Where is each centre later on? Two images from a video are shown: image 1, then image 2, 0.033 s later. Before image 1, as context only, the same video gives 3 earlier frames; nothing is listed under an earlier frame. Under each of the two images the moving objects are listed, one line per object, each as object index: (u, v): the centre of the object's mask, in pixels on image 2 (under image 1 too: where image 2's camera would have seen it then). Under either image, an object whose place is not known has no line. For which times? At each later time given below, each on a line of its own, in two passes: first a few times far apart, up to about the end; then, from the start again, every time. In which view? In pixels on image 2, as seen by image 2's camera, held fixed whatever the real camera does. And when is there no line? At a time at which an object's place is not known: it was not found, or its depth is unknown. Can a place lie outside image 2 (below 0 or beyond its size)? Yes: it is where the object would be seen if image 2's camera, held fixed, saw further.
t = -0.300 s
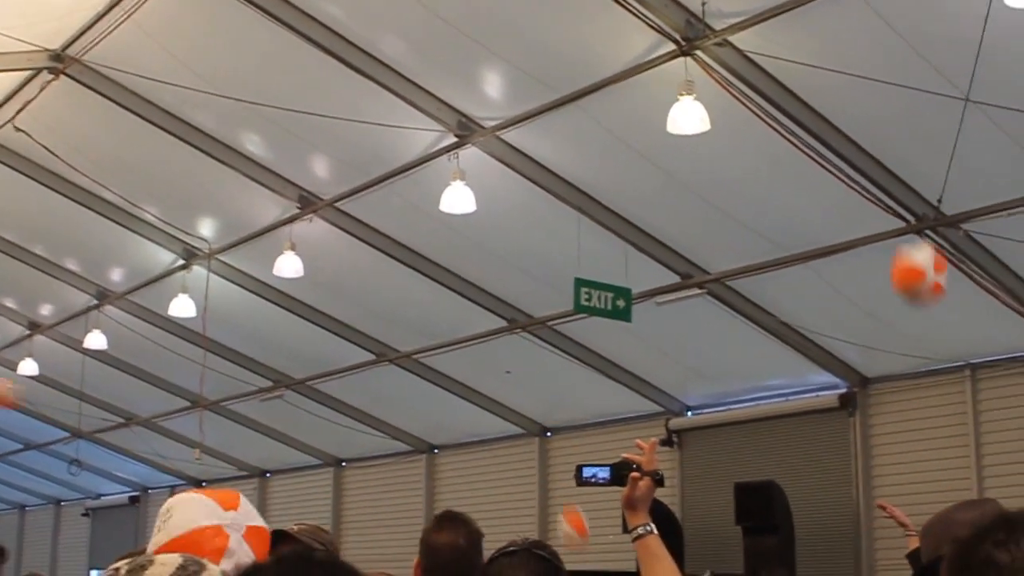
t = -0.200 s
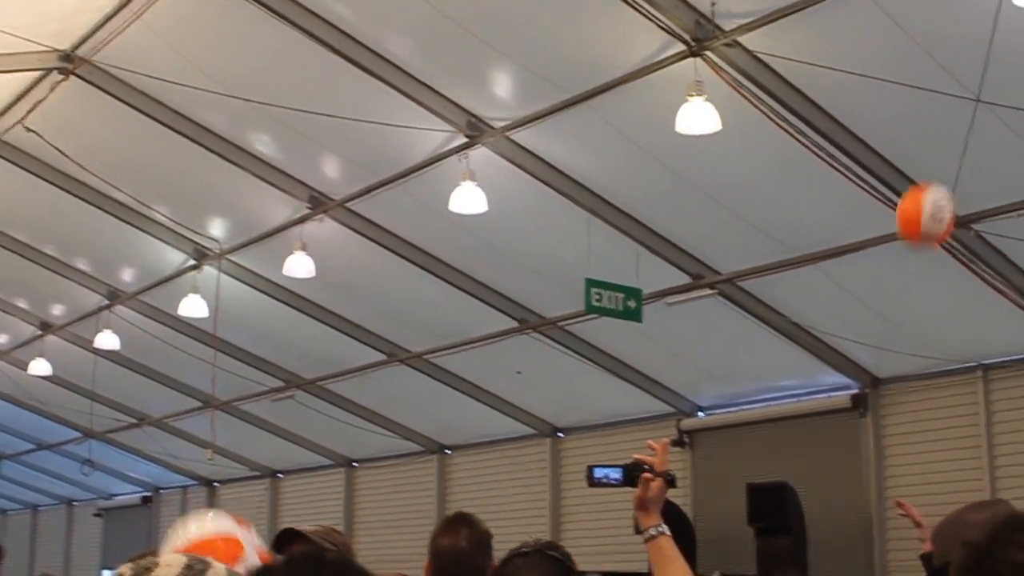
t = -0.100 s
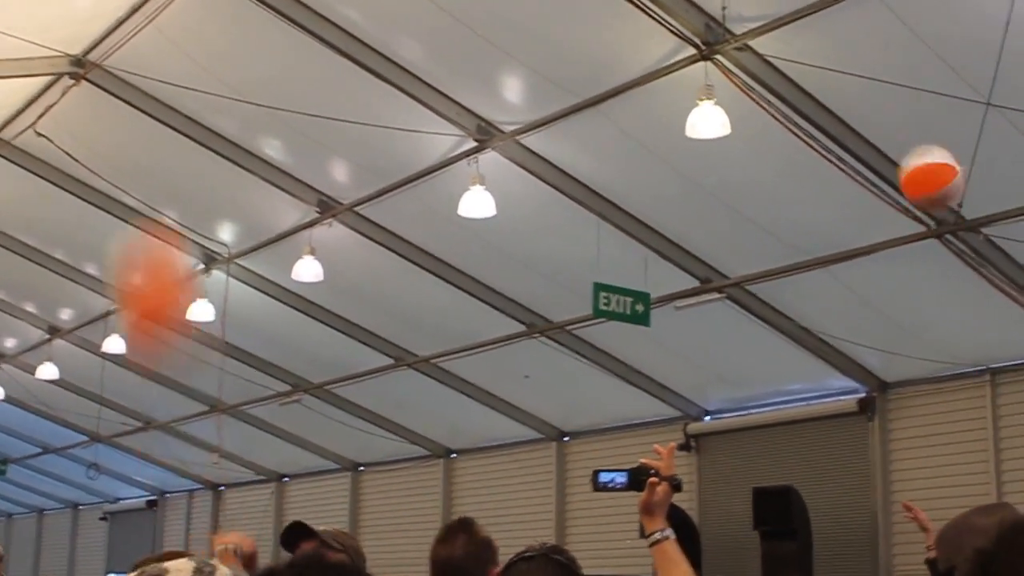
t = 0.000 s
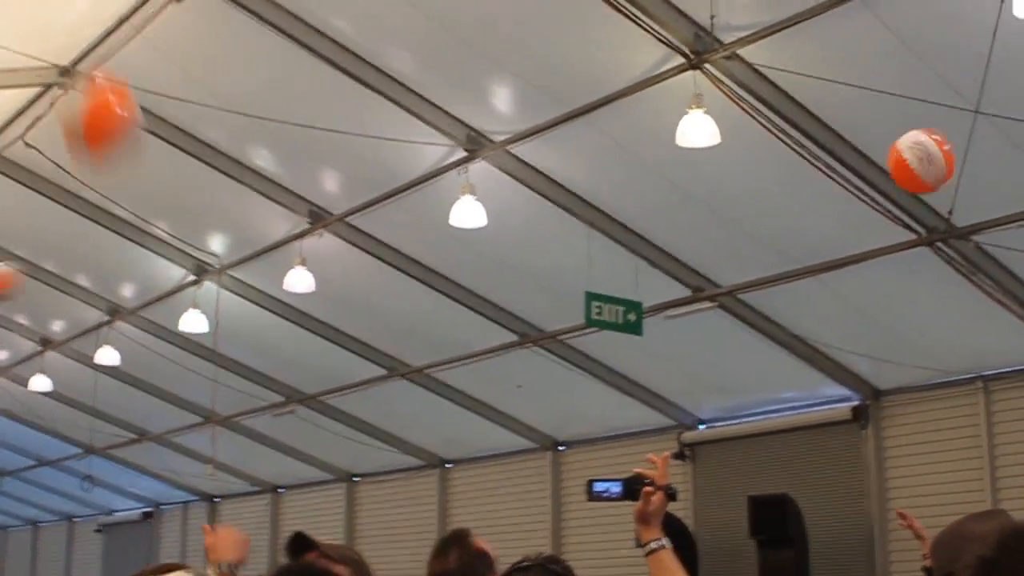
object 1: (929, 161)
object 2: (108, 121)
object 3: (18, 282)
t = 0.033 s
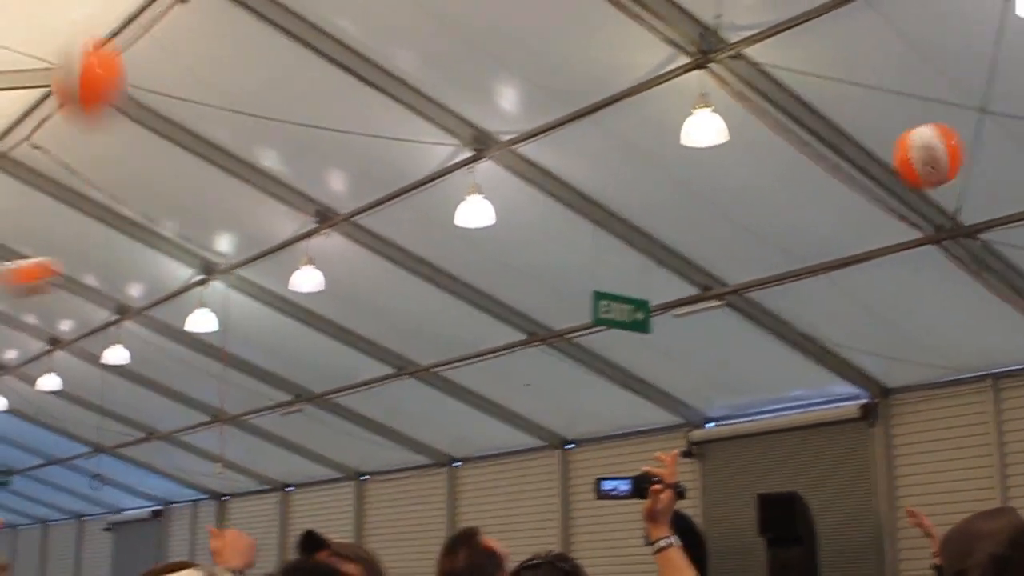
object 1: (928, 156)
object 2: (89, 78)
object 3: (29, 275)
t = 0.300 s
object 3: (218, 289)
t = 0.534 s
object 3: (353, 358)
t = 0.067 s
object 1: (928, 154)
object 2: (73, 52)
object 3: (57, 272)
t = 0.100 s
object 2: (57, 30)
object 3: (83, 271)
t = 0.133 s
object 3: (109, 273)
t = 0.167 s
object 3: (132, 273)
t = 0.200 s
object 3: (157, 276)
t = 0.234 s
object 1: (934, 181)
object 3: (181, 279)
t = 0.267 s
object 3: (199, 283)
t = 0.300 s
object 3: (218, 289)
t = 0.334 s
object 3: (240, 296)
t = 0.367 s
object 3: (261, 305)
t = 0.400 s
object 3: (282, 314)
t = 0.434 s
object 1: (924, 286)
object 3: (300, 323)
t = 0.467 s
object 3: (318, 333)
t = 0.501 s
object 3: (336, 345)
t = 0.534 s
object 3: (353, 358)
